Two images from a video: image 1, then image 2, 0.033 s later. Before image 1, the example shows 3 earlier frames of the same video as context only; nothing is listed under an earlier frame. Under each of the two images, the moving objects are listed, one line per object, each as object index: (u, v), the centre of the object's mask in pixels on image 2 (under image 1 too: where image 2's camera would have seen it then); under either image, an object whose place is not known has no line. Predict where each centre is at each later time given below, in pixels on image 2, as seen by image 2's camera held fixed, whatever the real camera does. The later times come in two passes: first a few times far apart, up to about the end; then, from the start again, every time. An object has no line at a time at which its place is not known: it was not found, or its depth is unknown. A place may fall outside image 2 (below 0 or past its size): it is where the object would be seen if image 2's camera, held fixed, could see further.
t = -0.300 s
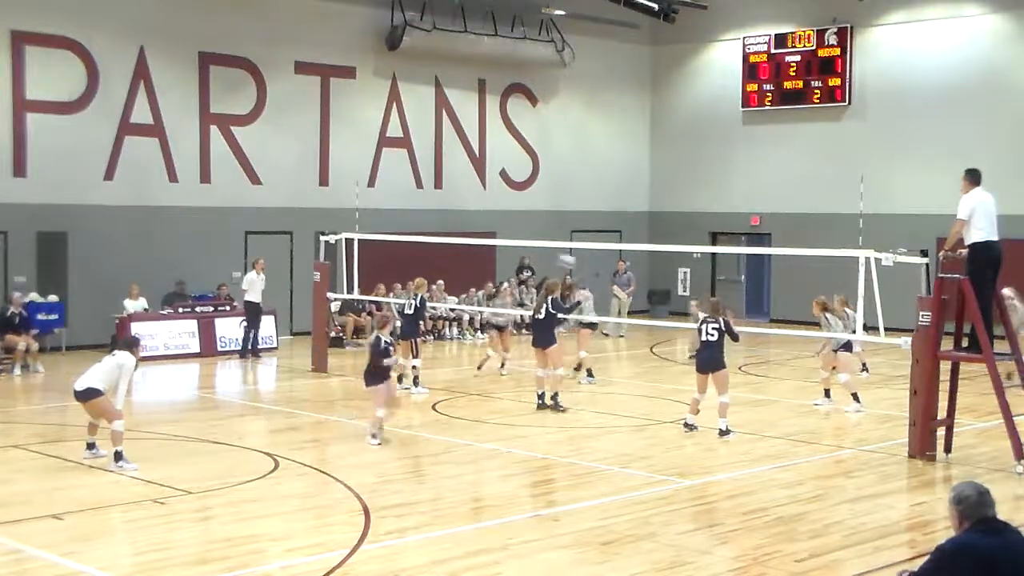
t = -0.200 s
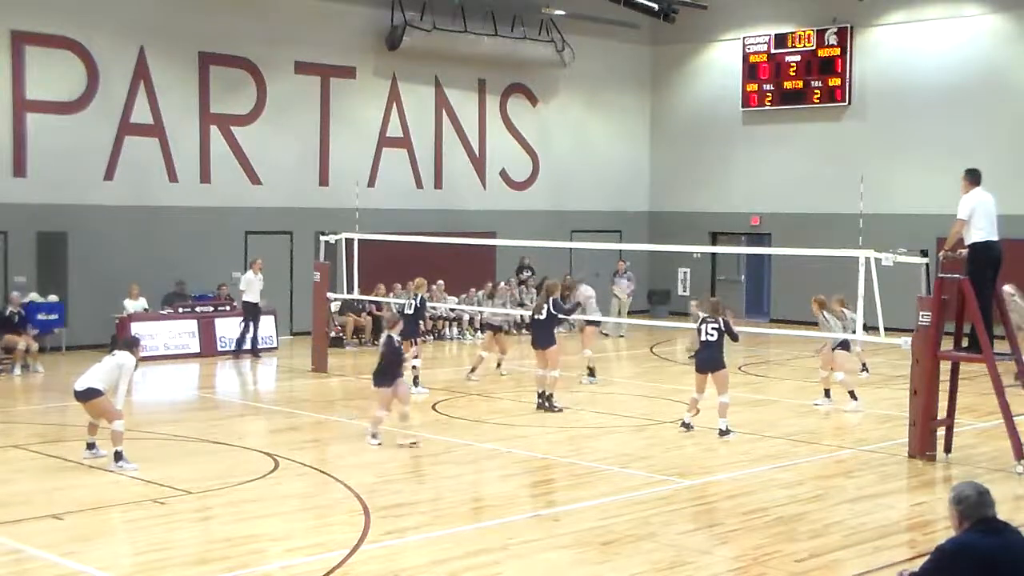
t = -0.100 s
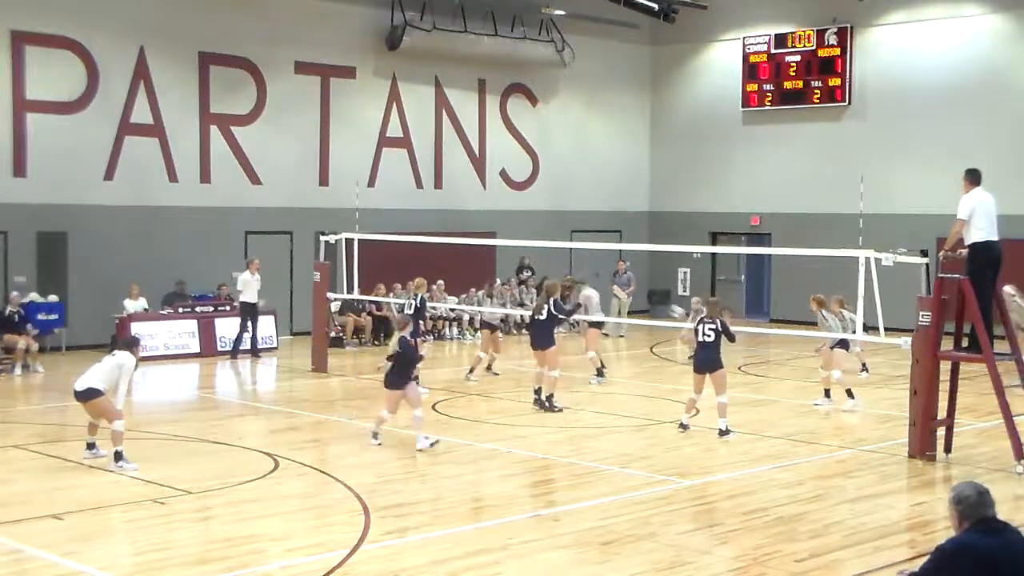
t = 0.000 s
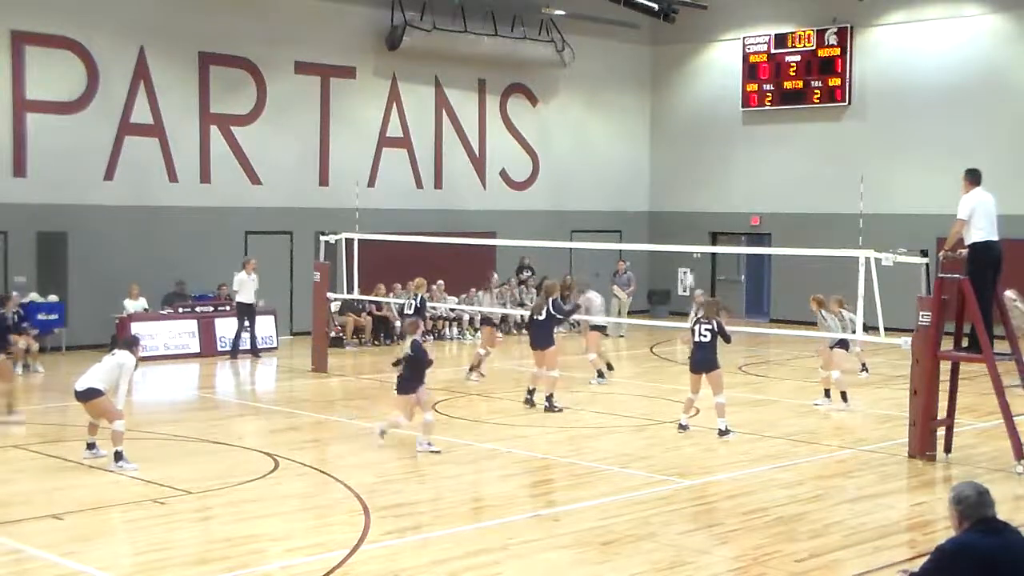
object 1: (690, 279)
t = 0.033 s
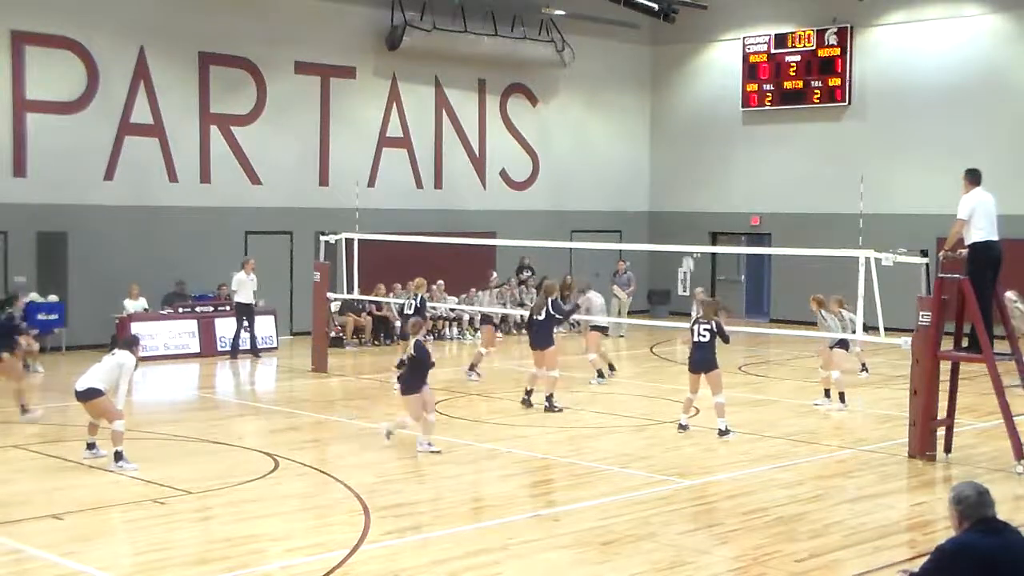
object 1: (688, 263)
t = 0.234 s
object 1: (681, 173)
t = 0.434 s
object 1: (676, 105)
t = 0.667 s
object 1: (668, 51)
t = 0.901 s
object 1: (661, 27)
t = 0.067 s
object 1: (688, 250)
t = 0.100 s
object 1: (685, 233)
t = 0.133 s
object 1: (685, 217)
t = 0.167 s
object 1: (684, 204)
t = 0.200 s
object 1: (683, 189)
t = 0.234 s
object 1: (681, 173)
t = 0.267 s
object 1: (681, 160)
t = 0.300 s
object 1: (679, 148)
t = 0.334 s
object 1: (679, 137)
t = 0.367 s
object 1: (678, 127)
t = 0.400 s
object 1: (678, 116)
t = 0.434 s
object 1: (676, 105)
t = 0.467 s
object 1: (674, 95)
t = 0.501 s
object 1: (673, 86)
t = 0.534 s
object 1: (673, 78)
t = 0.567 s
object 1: (672, 70)
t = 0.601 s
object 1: (671, 64)
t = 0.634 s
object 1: (670, 58)
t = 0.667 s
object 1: (668, 51)
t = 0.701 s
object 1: (667, 45)
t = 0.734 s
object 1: (666, 40)
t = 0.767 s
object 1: (665, 37)
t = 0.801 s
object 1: (664, 34)
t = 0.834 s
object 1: (663, 31)
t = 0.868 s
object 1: (662, 29)
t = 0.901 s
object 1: (661, 27)
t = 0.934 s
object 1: (659, 27)
